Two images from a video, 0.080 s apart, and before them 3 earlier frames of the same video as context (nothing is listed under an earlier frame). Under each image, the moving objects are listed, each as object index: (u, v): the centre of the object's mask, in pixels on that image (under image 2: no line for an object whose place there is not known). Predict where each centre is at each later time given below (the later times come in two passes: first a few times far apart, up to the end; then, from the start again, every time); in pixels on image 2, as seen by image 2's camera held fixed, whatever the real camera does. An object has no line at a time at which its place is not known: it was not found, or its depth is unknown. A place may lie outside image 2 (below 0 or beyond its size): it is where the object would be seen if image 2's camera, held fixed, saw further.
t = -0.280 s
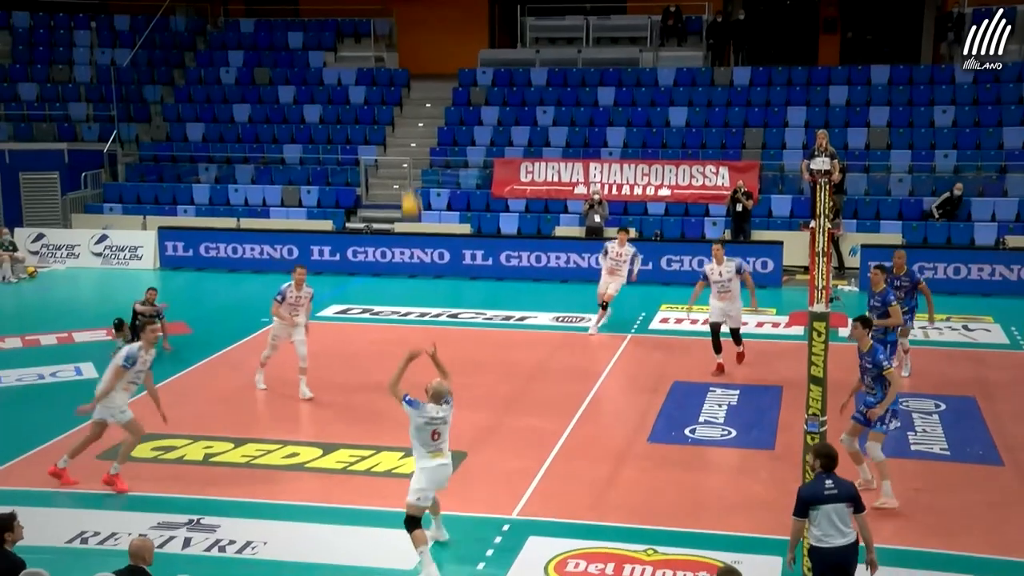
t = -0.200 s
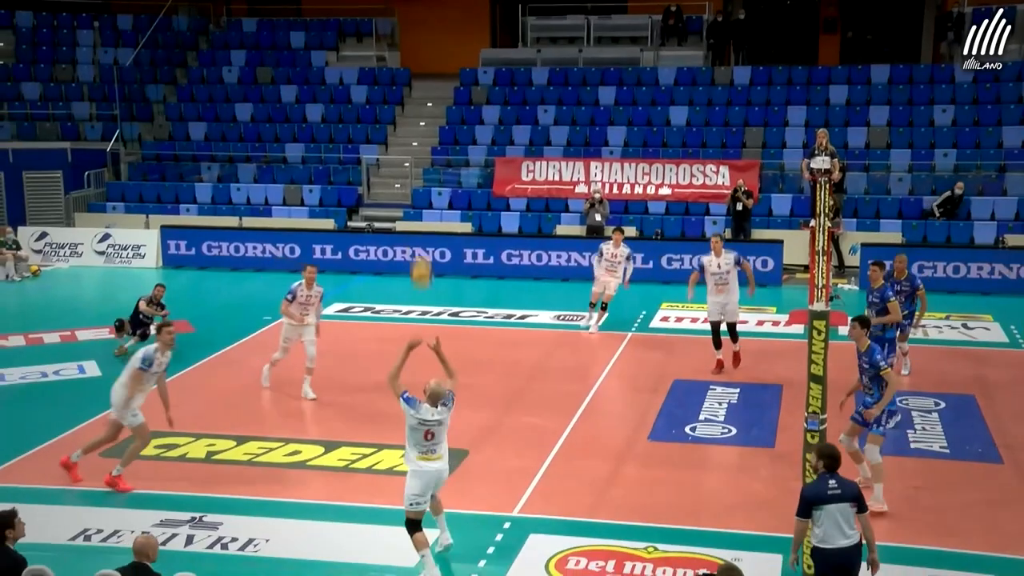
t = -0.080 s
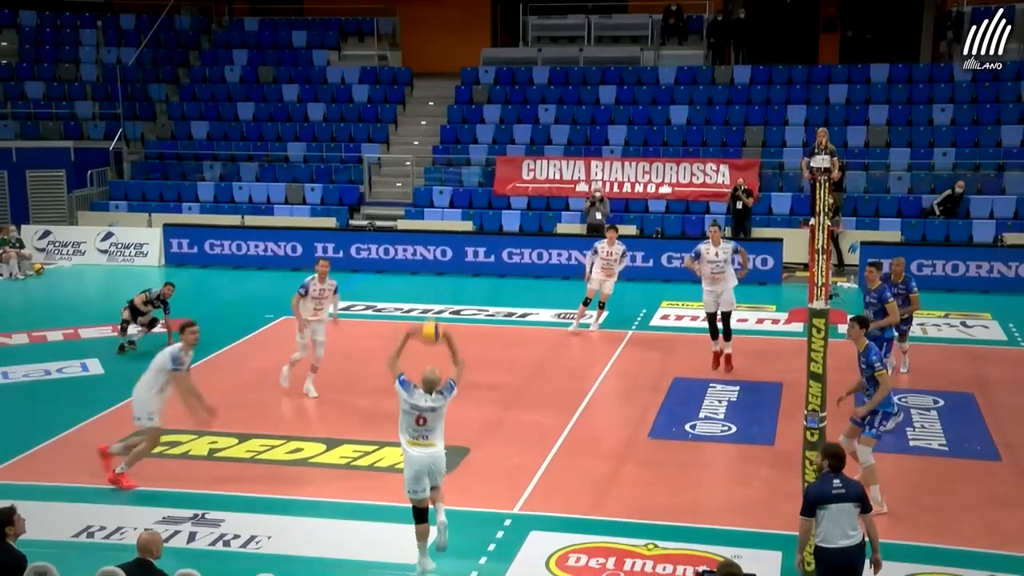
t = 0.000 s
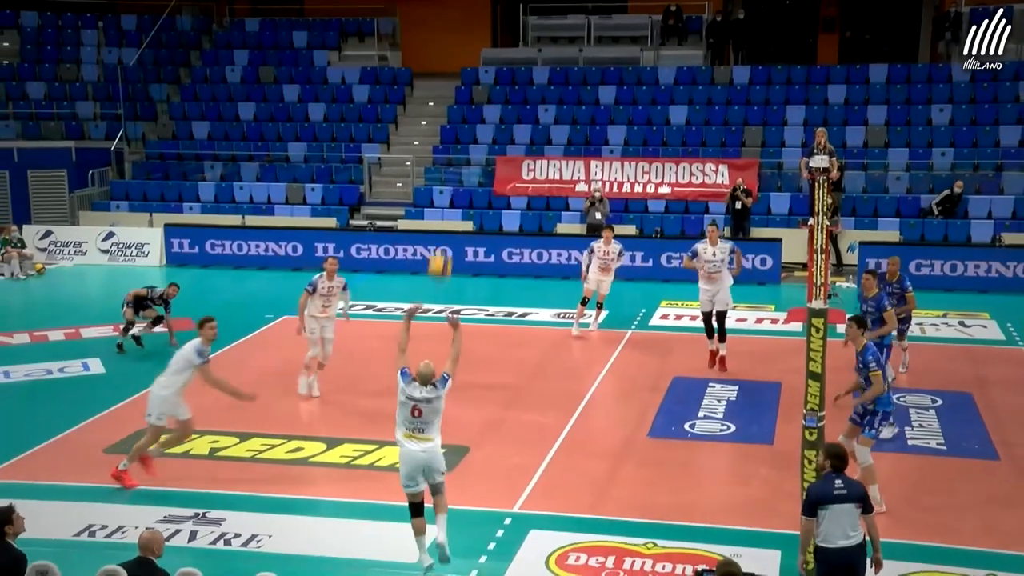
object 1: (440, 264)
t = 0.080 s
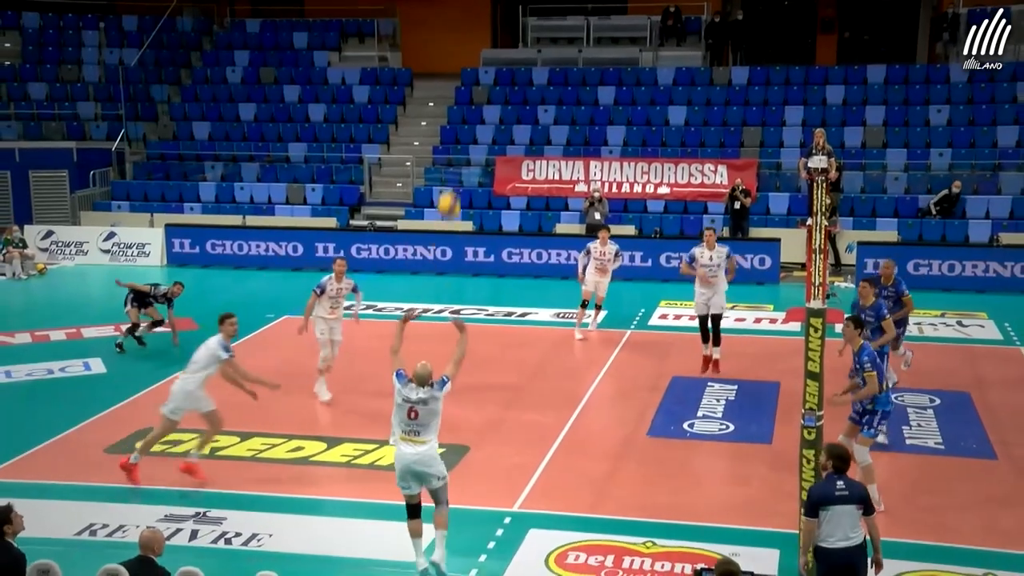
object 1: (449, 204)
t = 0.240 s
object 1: (465, 108)
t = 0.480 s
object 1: (488, 21)
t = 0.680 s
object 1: (507, 0)
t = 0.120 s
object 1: (453, 177)
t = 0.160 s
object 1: (457, 152)
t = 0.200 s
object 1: (461, 130)
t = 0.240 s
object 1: (465, 108)
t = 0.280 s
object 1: (469, 89)
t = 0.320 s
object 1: (472, 71)
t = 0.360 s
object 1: (476, 55)
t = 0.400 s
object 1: (481, 42)
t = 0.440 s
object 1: (484, 31)
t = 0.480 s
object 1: (488, 21)
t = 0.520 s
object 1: (491, 13)
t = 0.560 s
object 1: (495, 7)
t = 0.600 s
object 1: (499, 3)
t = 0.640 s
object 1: (503, 1)
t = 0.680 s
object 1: (507, 0)
